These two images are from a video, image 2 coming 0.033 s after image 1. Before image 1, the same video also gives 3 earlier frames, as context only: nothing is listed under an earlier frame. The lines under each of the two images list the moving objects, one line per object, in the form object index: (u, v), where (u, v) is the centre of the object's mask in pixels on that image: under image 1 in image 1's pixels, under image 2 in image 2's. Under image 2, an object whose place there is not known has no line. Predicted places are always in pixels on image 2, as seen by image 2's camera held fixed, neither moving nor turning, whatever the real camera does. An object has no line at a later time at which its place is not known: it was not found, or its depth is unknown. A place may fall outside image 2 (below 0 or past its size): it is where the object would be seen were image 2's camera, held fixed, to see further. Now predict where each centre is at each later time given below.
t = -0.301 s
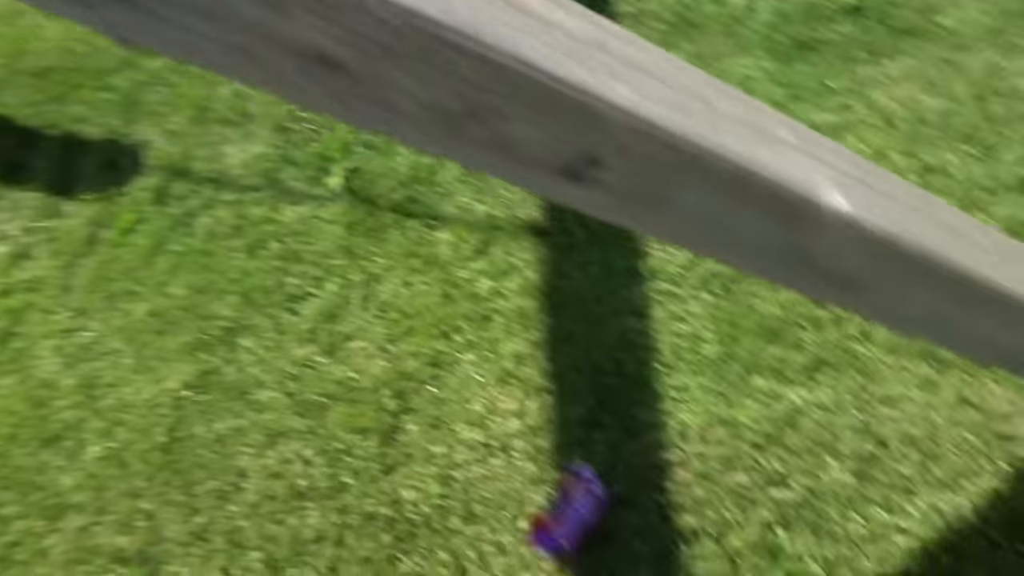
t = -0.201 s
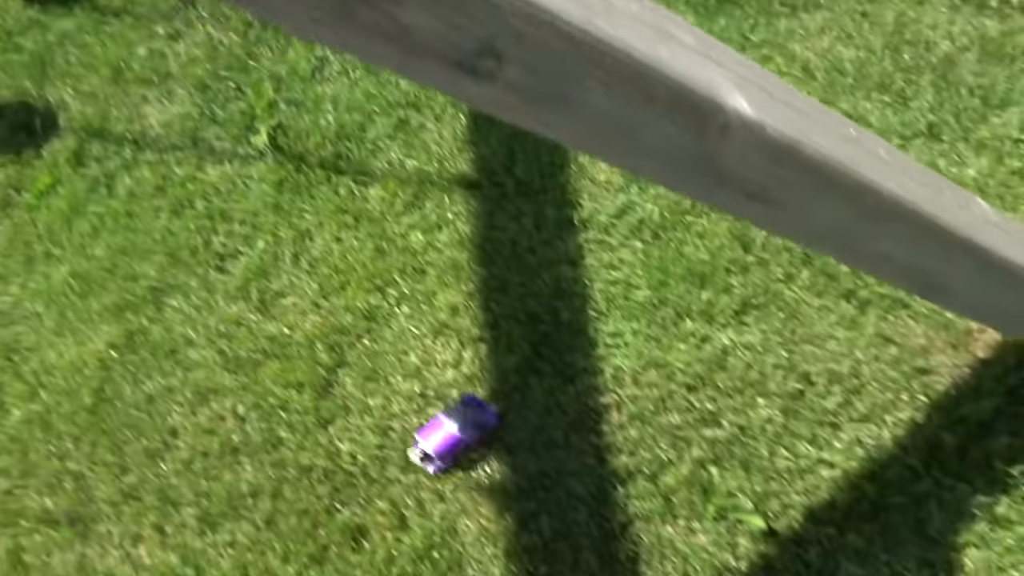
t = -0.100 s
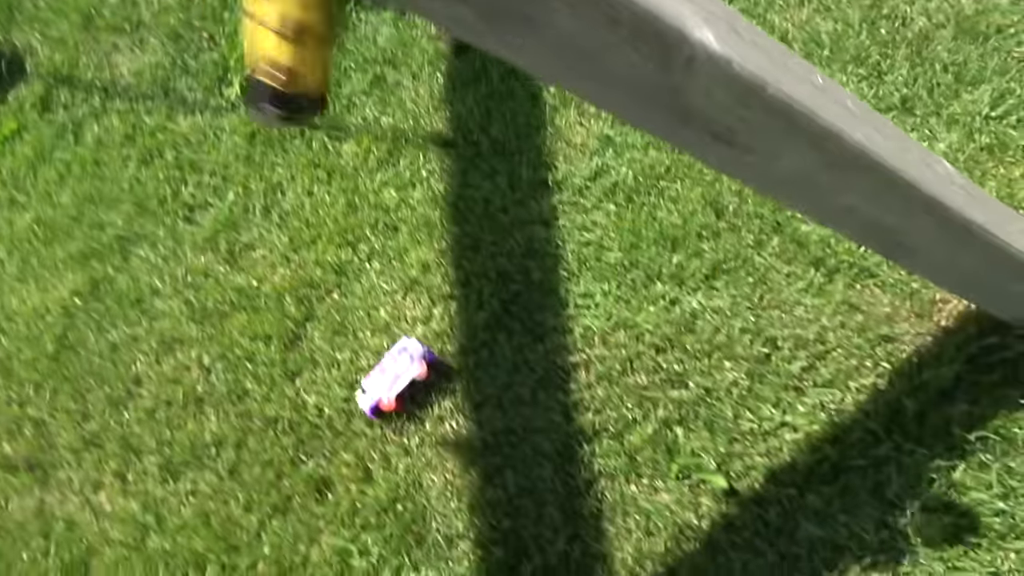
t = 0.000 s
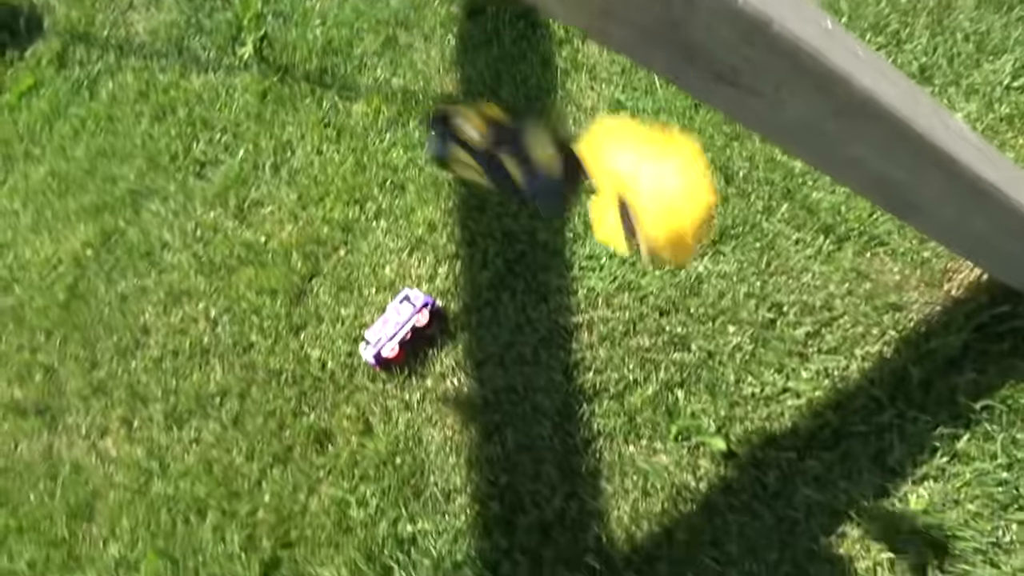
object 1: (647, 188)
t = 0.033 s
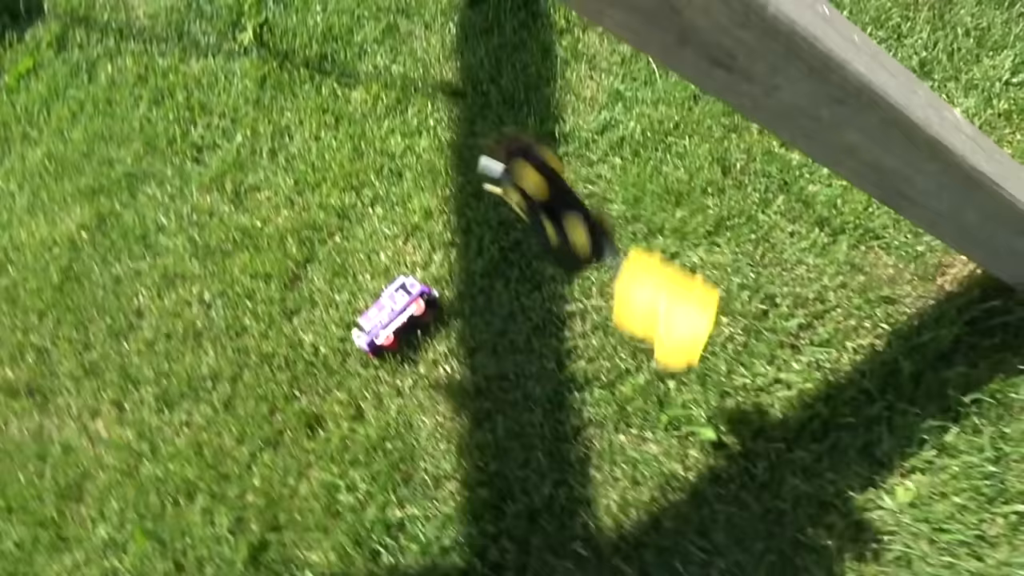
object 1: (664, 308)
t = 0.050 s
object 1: (668, 360)
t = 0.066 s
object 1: (662, 394)
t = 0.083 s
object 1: (659, 420)
